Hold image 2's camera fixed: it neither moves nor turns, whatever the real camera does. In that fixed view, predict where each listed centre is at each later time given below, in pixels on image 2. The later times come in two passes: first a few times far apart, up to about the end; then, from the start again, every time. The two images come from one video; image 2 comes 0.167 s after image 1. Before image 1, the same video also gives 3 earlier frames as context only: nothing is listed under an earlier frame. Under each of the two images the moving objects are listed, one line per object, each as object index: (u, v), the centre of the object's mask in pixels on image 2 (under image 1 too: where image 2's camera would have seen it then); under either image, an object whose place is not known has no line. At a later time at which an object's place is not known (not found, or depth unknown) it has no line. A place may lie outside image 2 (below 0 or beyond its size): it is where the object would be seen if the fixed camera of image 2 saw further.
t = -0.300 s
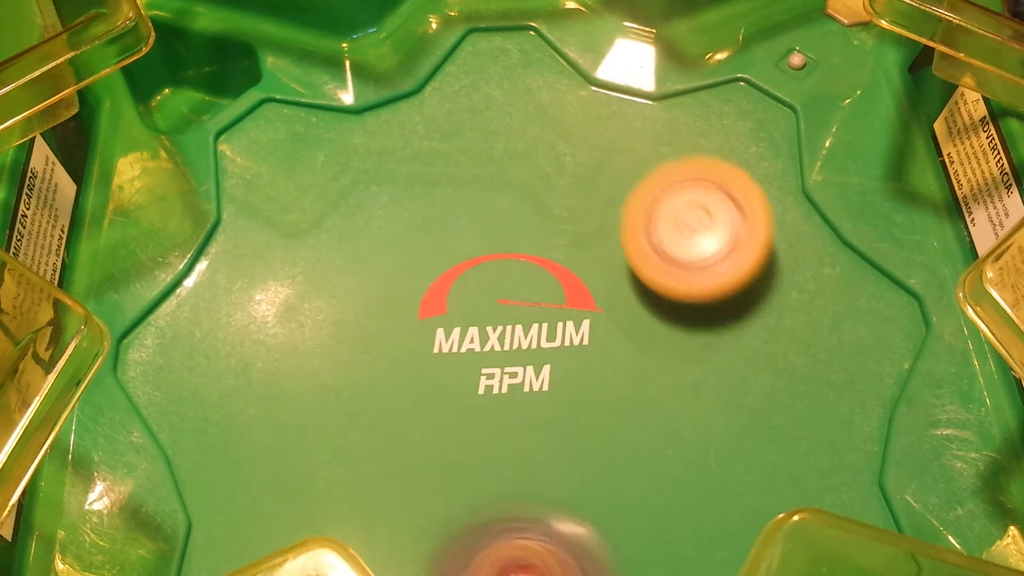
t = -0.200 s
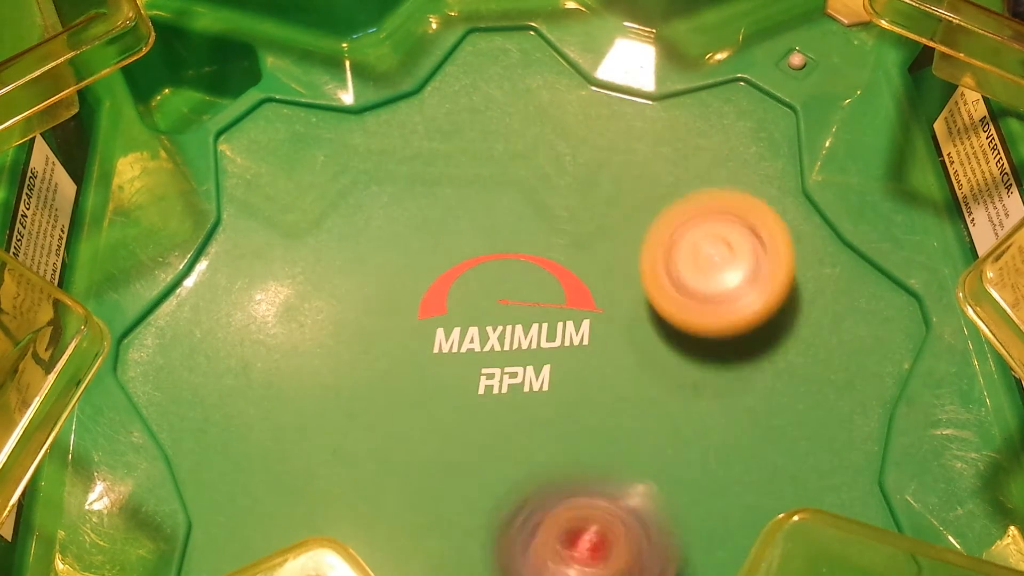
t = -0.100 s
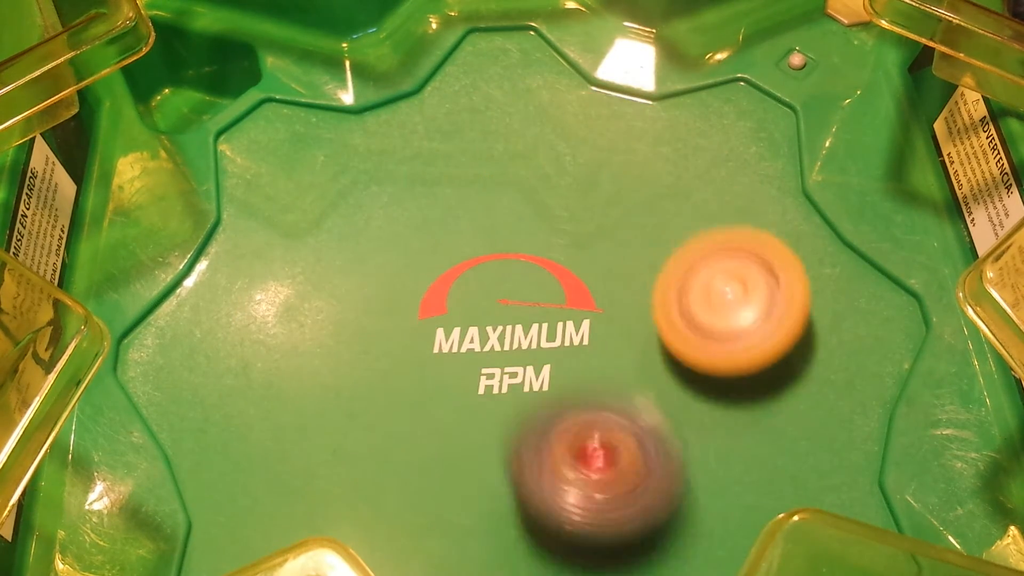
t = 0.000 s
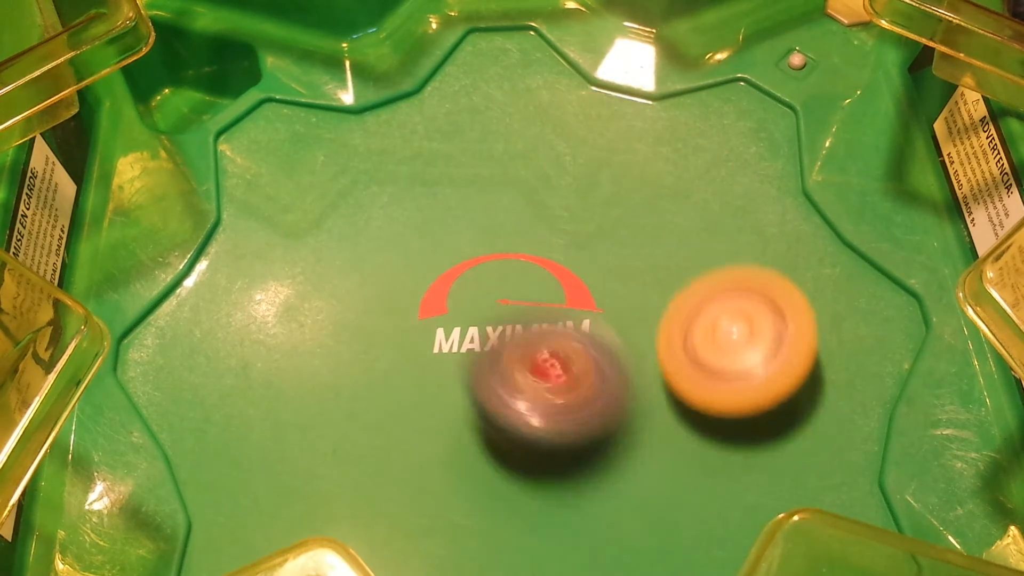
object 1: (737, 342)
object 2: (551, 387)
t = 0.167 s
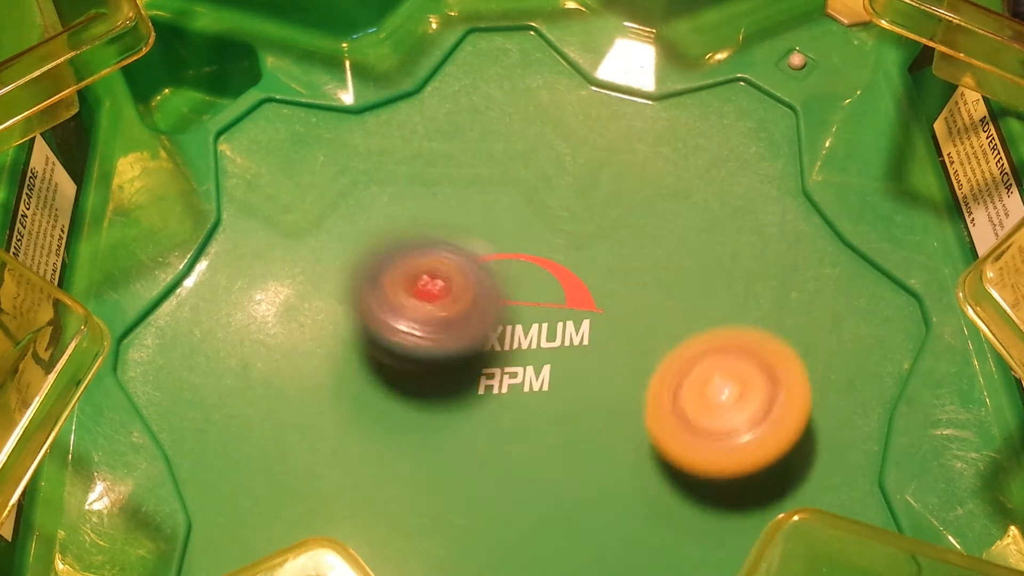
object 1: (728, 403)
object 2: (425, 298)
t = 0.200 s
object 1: (722, 415)
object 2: (404, 292)
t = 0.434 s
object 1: (650, 479)
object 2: (265, 324)
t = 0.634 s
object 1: (558, 503)
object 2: (384, 383)
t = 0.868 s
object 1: (450, 489)
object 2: (538, 252)
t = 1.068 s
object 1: (388, 444)
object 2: (519, 146)
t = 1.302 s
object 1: (357, 365)
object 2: (446, 182)
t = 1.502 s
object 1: (277, 337)
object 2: (603, 242)
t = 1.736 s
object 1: (299, 322)
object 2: (750, 170)
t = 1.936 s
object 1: (381, 304)
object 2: (690, 163)
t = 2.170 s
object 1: (492, 270)
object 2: (654, 356)
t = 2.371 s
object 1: (582, 247)
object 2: (768, 476)
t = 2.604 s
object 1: (664, 248)
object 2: (870, 472)
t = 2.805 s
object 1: (708, 274)
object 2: (686, 418)
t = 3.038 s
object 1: (723, 322)
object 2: (422, 450)
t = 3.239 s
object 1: (681, 371)
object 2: (251, 490)
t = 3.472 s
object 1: (594, 412)
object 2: (265, 499)
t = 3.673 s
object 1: (532, 426)
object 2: (351, 374)
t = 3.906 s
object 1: (462, 408)
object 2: (342, 210)
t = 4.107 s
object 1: (422, 366)
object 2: (346, 105)
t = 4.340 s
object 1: (413, 308)
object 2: (428, 120)
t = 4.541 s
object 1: (438, 268)
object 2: (563, 163)
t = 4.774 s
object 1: (498, 251)
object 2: (719, 212)
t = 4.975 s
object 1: (562, 255)
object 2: (824, 261)
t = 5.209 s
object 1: (622, 286)
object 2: (818, 347)
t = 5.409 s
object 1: (641, 318)
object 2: (744, 462)
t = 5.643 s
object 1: (614, 353)
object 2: (634, 541)
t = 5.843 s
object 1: (565, 380)
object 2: (506, 545)
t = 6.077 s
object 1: (499, 394)
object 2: (376, 506)
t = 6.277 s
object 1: (519, 359)
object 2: (254, 434)
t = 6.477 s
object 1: (542, 313)
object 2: (217, 347)
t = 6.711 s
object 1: (572, 278)
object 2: (301, 247)
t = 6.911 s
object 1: (585, 261)
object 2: (422, 199)
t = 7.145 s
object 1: (625, 308)
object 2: (535, 136)
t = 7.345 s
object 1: (631, 357)
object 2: (630, 133)
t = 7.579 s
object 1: (594, 402)
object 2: (710, 207)
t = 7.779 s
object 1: (536, 414)
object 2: (721, 313)
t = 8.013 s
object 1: (471, 393)
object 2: (657, 444)
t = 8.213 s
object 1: (445, 350)
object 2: (547, 511)
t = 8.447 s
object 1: (454, 302)
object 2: (409, 506)
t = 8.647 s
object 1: (495, 273)
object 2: (335, 435)
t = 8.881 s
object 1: (559, 268)
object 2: (347, 320)
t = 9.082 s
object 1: (603, 289)
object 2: (416, 239)
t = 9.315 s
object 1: (623, 340)
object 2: (533, 189)
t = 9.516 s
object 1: (606, 383)
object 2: (636, 187)
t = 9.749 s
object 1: (549, 407)
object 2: (723, 249)
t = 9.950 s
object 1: (494, 398)
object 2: (732, 344)
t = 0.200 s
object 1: (722, 415)
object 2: (404, 292)
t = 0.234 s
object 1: (715, 426)
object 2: (381, 287)
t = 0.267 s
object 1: (707, 436)
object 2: (357, 285)
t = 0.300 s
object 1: (698, 447)
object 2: (334, 286)
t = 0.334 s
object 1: (687, 455)
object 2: (312, 290)
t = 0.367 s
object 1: (675, 465)
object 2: (292, 298)
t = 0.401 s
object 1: (663, 473)
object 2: (275, 308)
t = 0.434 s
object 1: (650, 479)
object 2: (265, 324)
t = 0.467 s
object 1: (636, 486)
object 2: (264, 342)
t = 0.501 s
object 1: (621, 491)
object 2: (274, 358)
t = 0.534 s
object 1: (606, 496)
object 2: (295, 373)
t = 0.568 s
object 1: (590, 499)
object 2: (322, 381)
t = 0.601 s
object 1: (573, 501)
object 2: (354, 385)
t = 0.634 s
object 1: (558, 503)
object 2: (384, 383)
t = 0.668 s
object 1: (541, 503)
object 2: (413, 376)
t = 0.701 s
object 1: (526, 504)
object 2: (445, 361)
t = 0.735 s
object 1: (509, 501)
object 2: (471, 345)
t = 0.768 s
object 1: (494, 500)
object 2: (494, 322)
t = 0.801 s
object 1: (478, 497)
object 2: (513, 298)
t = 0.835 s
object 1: (463, 494)
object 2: (527, 275)
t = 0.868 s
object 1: (450, 489)
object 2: (538, 252)
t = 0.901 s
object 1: (437, 484)
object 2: (542, 230)
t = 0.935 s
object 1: (425, 477)
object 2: (543, 212)
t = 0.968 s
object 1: (414, 470)
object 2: (542, 191)
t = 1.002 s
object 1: (405, 462)
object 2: (538, 175)
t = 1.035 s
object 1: (395, 453)
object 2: (530, 159)
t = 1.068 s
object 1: (388, 444)
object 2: (519, 146)
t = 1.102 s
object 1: (380, 434)
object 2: (506, 136)
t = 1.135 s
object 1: (374, 423)
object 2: (492, 130)
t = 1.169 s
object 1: (368, 411)
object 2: (479, 130)
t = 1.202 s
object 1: (364, 400)
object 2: (466, 135)
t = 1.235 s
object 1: (360, 389)
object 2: (455, 146)
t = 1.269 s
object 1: (359, 377)
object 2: (448, 161)
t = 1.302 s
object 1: (357, 365)
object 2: (446, 182)
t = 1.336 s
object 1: (356, 352)
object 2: (450, 207)
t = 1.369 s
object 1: (356, 340)
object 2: (462, 230)
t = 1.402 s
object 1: (330, 342)
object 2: (498, 238)
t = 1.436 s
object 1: (302, 345)
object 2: (539, 244)
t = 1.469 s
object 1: (285, 341)
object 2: (573, 245)
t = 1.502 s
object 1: (277, 337)
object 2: (603, 242)
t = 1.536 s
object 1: (273, 334)
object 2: (632, 237)
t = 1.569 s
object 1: (271, 331)
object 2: (658, 231)
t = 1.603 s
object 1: (272, 329)
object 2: (683, 223)
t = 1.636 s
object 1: (276, 328)
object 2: (707, 210)
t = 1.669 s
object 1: (282, 326)
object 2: (726, 197)
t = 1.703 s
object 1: (289, 326)
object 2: (741, 184)
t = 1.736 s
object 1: (299, 322)
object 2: (750, 170)
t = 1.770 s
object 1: (310, 320)
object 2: (754, 158)
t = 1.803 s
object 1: (323, 317)
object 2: (752, 146)
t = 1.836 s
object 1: (337, 313)
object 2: (745, 141)
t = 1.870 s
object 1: (350, 311)
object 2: (729, 142)
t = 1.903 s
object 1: (365, 307)
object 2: (709, 148)
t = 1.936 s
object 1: (381, 304)
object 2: (690, 163)
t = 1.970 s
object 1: (398, 299)
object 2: (673, 184)
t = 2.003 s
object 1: (416, 296)
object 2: (656, 208)
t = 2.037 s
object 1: (433, 291)
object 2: (646, 234)
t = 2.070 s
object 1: (451, 288)
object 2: (640, 260)
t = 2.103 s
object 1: (467, 284)
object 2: (637, 288)
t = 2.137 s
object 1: (481, 277)
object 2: (643, 327)
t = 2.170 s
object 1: (492, 270)
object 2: (654, 356)
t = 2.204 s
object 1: (508, 264)
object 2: (669, 387)
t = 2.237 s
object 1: (524, 260)
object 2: (688, 410)
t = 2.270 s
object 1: (539, 256)
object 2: (708, 434)
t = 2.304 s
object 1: (555, 252)
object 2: (729, 454)
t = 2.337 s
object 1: (568, 249)
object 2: (747, 467)
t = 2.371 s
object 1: (582, 247)
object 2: (768, 476)
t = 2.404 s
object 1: (596, 245)
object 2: (792, 481)
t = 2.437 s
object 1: (608, 244)
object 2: (821, 483)
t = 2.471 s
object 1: (621, 242)
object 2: (851, 485)
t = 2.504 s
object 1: (632, 243)
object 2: (874, 486)
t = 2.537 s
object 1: (644, 244)
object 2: (884, 485)
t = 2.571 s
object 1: (654, 245)
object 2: (882, 480)
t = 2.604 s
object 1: (664, 248)
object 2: (870, 472)
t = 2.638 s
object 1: (673, 250)
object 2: (850, 460)
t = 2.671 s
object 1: (682, 254)
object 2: (823, 449)
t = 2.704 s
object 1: (690, 258)
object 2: (792, 439)
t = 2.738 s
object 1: (697, 262)
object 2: (755, 431)
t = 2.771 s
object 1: (704, 268)
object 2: (720, 421)
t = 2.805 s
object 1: (708, 274)
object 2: (686, 418)
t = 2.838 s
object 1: (714, 280)
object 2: (644, 420)
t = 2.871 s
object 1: (719, 286)
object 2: (605, 424)
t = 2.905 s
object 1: (723, 292)
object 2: (569, 429)
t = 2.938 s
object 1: (726, 299)
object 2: (531, 434)
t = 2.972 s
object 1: (726, 307)
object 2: (492, 439)
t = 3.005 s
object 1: (725, 313)
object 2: (458, 444)
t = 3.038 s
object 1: (723, 322)
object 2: (422, 450)
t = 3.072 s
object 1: (718, 330)
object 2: (390, 456)
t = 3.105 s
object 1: (713, 338)
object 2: (358, 463)
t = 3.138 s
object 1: (707, 346)
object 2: (328, 470)
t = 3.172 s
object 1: (699, 355)
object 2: (298, 479)
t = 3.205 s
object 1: (690, 363)
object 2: (273, 485)
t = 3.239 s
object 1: (681, 371)
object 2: (251, 490)
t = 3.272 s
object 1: (670, 379)
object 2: (232, 498)
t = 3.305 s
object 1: (658, 385)
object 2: (217, 505)
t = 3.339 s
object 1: (647, 392)
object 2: (210, 511)
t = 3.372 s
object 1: (634, 398)
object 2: (210, 512)
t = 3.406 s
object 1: (621, 403)
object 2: (219, 511)
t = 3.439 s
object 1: (608, 408)
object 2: (237, 508)
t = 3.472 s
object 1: (594, 412)
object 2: (265, 499)
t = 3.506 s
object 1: (580, 415)
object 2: (293, 486)
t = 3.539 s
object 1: (566, 418)
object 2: (315, 471)
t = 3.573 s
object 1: (551, 421)
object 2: (336, 452)
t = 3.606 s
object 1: (537, 421)
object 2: (353, 432)
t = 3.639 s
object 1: (535, 423)
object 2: (352, 404)
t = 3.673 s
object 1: (532, 426)
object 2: (351, 374)
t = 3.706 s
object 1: (523, 426)
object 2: (350, 347)
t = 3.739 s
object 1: (512, 425)
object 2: (348, 324)
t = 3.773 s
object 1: (502, 424)
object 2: (346, 299)
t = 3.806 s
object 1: (492, 422)
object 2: (343, 277)
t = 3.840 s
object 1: (482, 418)
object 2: (344, 255)
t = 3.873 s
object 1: (471, 414)
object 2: (342, 231)
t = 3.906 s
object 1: (462, 408)
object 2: (342, 210)
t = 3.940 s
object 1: (454, 403)
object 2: (341, 191)
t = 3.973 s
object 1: (446, 396)
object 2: (341, 172)
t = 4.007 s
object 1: (438, 389)
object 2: (342, 154)
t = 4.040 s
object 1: (432, 381)
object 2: (343, 137)
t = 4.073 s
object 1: (427, 374)
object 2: (344, 120)
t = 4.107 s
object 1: (422, 366)
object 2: (346, 105)
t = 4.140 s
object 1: (418, 358)
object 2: (347, 95)
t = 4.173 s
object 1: (415, 349)
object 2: (353, 91)
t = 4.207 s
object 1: (414, 341)
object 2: (362, 92)
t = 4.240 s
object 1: (412, 333)
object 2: (374, 97)
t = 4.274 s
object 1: (411, 325)
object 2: (389, 102)
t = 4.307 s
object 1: (412, 317)
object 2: (406, 111)
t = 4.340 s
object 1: (413, 308)
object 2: (428, 120)
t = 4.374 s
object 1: (416, 300)
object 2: (450, 128)
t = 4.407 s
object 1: (419, 293)
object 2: (473, 135)
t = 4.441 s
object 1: (423, 286)
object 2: (495, 141)
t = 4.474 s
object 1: (426, 279)
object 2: (517, 149)
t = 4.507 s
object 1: (431, 272)
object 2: (541, 157)
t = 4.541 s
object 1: (438, 268)
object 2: (563, 163)
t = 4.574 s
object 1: (444, 263)
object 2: (585, 169)
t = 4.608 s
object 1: (451, 259)
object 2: (609, 175)
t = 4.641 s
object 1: (459, 257)
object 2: (632, 183)
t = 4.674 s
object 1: (468, 255)
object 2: (654, 191)
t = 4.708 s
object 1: (477, 253)
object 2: (675, 197)
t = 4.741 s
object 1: (487, 252)
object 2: (697, 207)
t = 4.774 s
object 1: (498, 251)
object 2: (719, 212)
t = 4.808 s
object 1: (509, 250)
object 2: (738, 220)
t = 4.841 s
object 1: (519, 250)
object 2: (757, 227)
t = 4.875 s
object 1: (530, 251)
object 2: (776, 236)
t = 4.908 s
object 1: (541, 253)
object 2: (794, 243)
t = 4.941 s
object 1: (552, 254)
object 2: (810, 252)
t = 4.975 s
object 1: (562, 255)
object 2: (824, 261)
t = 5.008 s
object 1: (570, 257)
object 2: (834, 271)
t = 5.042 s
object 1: (580, 261)
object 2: (842, 282)
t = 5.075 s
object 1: (590, 265)
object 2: (843, 292)
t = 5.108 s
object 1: (599, 270)
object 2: (842, 305)
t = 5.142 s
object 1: (608, 275)
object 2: (837, 318)
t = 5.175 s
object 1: (615, 280)
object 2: (830, 331)
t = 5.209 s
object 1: (622, 286)
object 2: (818, 347)
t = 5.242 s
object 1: (629, 293)
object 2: (804, 364)
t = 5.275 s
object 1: (635, 300)
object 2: (789, 379)
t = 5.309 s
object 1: (640, 306)
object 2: (775, 399)
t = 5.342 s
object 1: (640, 310)
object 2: (764, 425)
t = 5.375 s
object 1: (641, 313)
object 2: (755, 445)
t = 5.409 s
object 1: (641, 318)
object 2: (744, 462)
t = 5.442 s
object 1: (639, 323)
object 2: (730, 482)
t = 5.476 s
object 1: (637, 329)
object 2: (716, 495)
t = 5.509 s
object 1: (633, 333)
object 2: (701, 507)
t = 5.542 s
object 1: (629, 338)
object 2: (685, 522)
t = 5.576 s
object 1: (625, 343)
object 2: (669, 529)
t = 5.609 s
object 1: (620, 348)
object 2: (654, 533)
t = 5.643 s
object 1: (614, 353)
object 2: (634, 541)
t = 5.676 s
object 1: (607, 358)
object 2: (615, 544)
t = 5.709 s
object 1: (599, 363)
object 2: (596, 544)
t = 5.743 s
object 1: (591, 368)
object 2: (574, 545)
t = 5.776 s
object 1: (582, 372)
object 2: (549, 549)
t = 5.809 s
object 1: (574, 376)
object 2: (528, 546)
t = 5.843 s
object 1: (565, 380)
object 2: (506, 545)
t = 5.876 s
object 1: (555, 384)
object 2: (484, 543)
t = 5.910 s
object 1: (545, 387)
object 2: (461, 543)
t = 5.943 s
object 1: (535, 390)
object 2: (444, 536)
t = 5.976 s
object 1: (525, 392)
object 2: (425, 532)
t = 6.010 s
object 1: (516, 393)
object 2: (410, 523)
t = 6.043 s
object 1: (507, 394)
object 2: (393, 515)
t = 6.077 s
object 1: (499, 394)
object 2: (376, 506)
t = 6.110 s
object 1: (490, 393)
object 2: (360, 494)
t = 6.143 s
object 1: (482, 392)
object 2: (346, 481)
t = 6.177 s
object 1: (493, 385)
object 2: (313, 469)
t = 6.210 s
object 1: (509, 376)
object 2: (288, 457)
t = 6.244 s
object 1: (516, 367)
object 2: (270, 446)
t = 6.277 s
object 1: (519, 359)
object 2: (254, 434)
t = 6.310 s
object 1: (523, 351)
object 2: (240, 421)
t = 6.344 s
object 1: (526, 343)
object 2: (230, 408)
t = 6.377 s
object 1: (530, 336)
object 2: (222, 394)
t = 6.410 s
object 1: (536, 329)
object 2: (217, 378)
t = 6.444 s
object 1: (539, 320)
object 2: (216, 361)
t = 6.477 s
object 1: (542, 313)
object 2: (217, 347)
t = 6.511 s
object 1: (546, 307)
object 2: (223, 329)
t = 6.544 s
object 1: (550, 305)
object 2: (230, 313)
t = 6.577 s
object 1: (554, 300)
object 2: (240, 298)
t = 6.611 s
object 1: (559, 297)
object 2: (253, 285)
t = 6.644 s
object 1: (563, 290)
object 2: (267, 271)
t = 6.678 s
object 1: (568, 283)
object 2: (283, 258)
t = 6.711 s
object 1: (572, 278)
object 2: (301, 247)
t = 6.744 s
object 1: (574, 273)
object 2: (319, 237)
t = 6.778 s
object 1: (577, 269)
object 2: (338, 226)
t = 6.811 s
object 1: (580, 266)
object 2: (358, 218)
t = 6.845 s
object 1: (582, 264)
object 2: (379, 210)
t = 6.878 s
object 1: (584, 262)
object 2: (401, 203)
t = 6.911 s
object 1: (585, 261)
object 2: (422, 199)
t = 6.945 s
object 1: (586, 262)
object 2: (444, 193)
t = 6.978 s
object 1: (595, 270)
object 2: (462, 181)
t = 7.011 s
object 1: (605, 280)
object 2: (475, 168)
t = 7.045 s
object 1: (611, 287)
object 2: (488, 159)
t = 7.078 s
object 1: (616, 293)
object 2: (503, 151)
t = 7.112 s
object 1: (621, 301)
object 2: (519, 143)
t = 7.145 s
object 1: (625, 308)
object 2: (535, 136)
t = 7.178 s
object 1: (629, 316)
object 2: (551, 132)
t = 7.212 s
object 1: (631, 324)
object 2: (567, 129)
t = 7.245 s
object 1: (632, 333)
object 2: (583, 127)
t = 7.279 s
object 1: (632, 341)
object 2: (598, 127)
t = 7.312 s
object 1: (632, 349)
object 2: (615, 130)
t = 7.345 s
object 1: (631, 357)
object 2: (630, 133)
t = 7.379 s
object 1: (628, 365)
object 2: (645, 139)
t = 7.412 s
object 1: (624, 372)
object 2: (659, 146)
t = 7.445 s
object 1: (620, 379)
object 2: (672, 154)
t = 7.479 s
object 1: (615, 386)
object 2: (685, 165)
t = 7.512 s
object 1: (609, 392)
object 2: (694, 178)
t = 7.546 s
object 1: (602, 397)
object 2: (703, 191)
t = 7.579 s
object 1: (594, 402)
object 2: (710, 207)
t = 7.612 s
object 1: (586, 406)
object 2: (716, 222)
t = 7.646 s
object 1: (576, 409)
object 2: (720, 239)
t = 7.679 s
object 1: (566, 412)
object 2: (722, 256)
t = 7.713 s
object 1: (557, 414)
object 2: (723, 275)
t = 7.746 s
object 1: (546, 414)
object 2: (722, 294)
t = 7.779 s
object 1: (536, 414)
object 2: (721, 313)
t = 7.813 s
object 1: (526, 413)
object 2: (717, 332)
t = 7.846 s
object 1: (516, 412)
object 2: (711, 352)
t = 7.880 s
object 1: (507, 410)
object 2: (703, 371)
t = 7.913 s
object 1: (497, 408)
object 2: (694, 390)
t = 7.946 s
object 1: (489, 404)
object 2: (683, 410)
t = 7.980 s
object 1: (480, 399)
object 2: (671, 428)
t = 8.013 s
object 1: (471, 393)
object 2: (657, 444)
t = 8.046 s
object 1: (464, 386)
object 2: (640, 459)
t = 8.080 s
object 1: (459, 380)
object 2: (624, 473)
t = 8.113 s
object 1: (454, 373)
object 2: (606, 485)
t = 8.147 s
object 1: (450, 365)
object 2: (586, 495)
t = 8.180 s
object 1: (447, 358)
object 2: (567, 504)
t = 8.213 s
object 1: (445, 350)
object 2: (547, 511)
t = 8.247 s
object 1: (443, 343)
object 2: (526, 516)
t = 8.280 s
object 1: (443, 335)
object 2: (504, 518)
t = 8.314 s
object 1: (443, 327)
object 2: (484, 520)
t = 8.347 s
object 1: (444, 320)
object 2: (464, 518)
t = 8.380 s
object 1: (446, 313)
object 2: (443, 516)
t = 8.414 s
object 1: (449, 307)
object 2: (426, 514)
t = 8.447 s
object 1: (454, 302)
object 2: (409, 506)
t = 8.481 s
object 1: (460, 297)
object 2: (392, 498)
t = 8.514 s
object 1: (466, 291)
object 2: (376, 489)
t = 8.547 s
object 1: (472, 286)
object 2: (363, 477)
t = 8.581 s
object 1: (479, 281)
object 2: (349, 465)
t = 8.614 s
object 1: (487, 277)
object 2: (342, 451)
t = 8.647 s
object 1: (495, 273)
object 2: (335, 435)
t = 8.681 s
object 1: (504, 271)
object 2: (332, 420)
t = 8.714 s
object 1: (513, 268)
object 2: (329, 403)
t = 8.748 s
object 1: (522, 267)
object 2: (330, 388)
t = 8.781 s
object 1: (532, 266)
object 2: (334, 368)
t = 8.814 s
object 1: (541, 266)
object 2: (337, 353)
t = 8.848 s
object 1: (550, 266)
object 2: (343, 335)
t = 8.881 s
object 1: (559, 268)
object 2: (347, 320)
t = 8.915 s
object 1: (567, 269)
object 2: (356, 307)
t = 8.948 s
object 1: (575, 271)
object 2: (365, 292)
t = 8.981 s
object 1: (583, 274)
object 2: (377, 278)
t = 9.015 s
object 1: (590, 277)
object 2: (390, 264)
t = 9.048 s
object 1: (598, 282)
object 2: (402, 251)
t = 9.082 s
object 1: (603, 289)
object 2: (416, 239)
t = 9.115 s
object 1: (608, 295)
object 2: (431, 229)
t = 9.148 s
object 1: (613, 302)
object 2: (447, 220)
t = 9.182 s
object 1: (617, 309)
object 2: (464, 211)
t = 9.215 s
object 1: (619, 316)
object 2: (481, 203)
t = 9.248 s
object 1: (621, 324)
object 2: (499, 197)
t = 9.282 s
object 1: (623, 332)
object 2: (516, 191)
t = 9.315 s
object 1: (623, 340)
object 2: (533, 189)
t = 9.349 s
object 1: (623, 348)
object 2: (551, 184)
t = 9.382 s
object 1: (621, 356)
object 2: (569, 183)
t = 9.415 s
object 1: (618, 363)
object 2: (586, 182)
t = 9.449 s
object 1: (615, 370)
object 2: (604, 182)
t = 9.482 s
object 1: (611, 377)
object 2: (621, 183)
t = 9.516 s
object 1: (606, 383)
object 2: (636, 187)
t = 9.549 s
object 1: (600, 389)
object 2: (653, 192)
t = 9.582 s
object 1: (593, 394)
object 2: (667, 198)
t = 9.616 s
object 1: (585, 398)
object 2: (682, 206)
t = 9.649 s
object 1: (577, 402)
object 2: (694, 215)
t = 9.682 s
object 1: (568, 405)
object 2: (706, 226)
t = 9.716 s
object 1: (559, 407)
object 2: (716, 238)
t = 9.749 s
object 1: (549, 407)
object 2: (723, 249)
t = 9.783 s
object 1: (540, 408)
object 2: (730, 264)
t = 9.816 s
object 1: (530, 407)
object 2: (733, 277)
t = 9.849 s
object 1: (521, 406)
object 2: (737, 294)
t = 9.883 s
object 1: (511, 405)
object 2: (737, 309)
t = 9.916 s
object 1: (502, 402)
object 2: (735, 326)
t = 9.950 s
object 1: (494, 398)
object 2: (732, 344)
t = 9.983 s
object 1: (486, 393)
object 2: (724, 359)
